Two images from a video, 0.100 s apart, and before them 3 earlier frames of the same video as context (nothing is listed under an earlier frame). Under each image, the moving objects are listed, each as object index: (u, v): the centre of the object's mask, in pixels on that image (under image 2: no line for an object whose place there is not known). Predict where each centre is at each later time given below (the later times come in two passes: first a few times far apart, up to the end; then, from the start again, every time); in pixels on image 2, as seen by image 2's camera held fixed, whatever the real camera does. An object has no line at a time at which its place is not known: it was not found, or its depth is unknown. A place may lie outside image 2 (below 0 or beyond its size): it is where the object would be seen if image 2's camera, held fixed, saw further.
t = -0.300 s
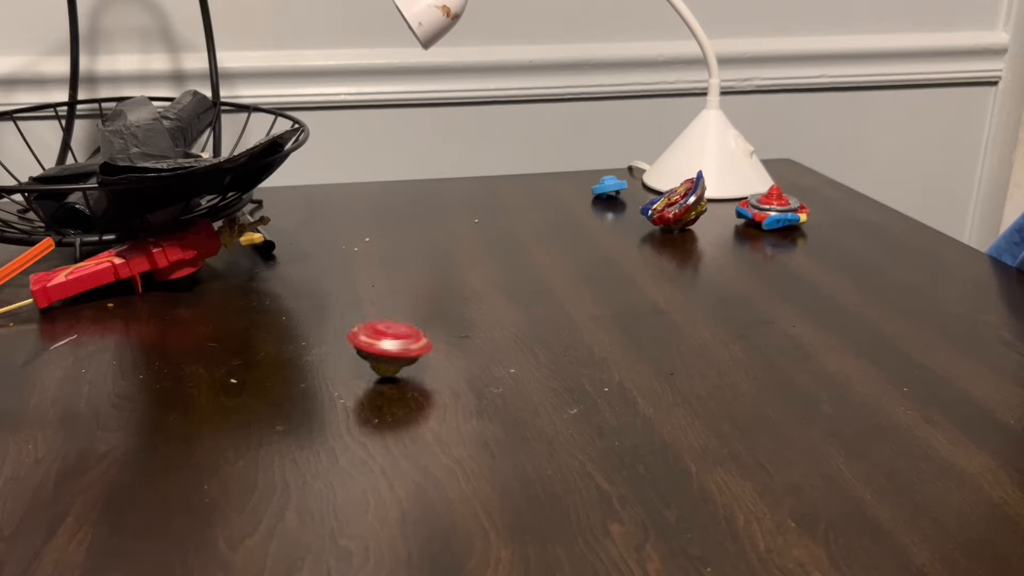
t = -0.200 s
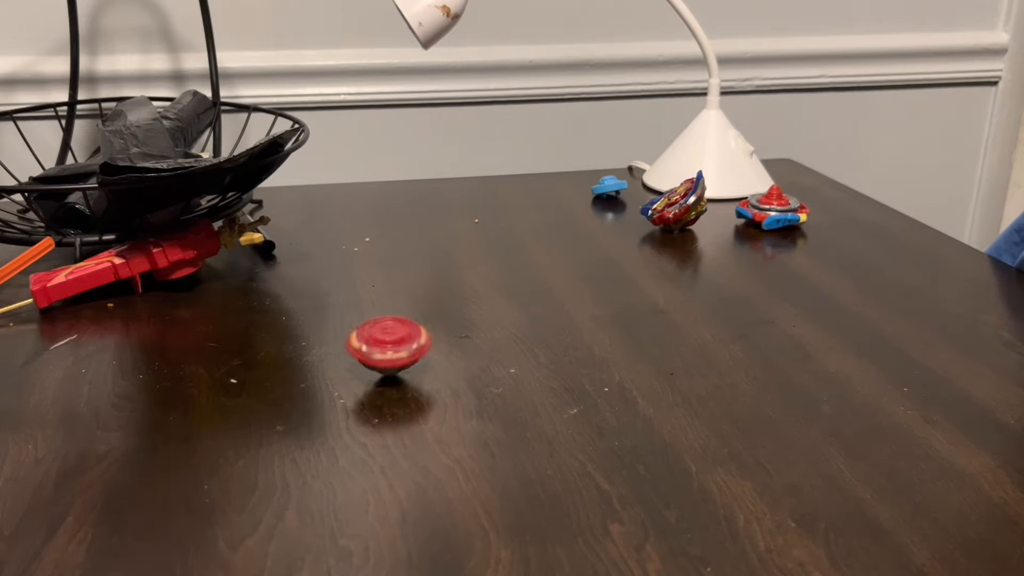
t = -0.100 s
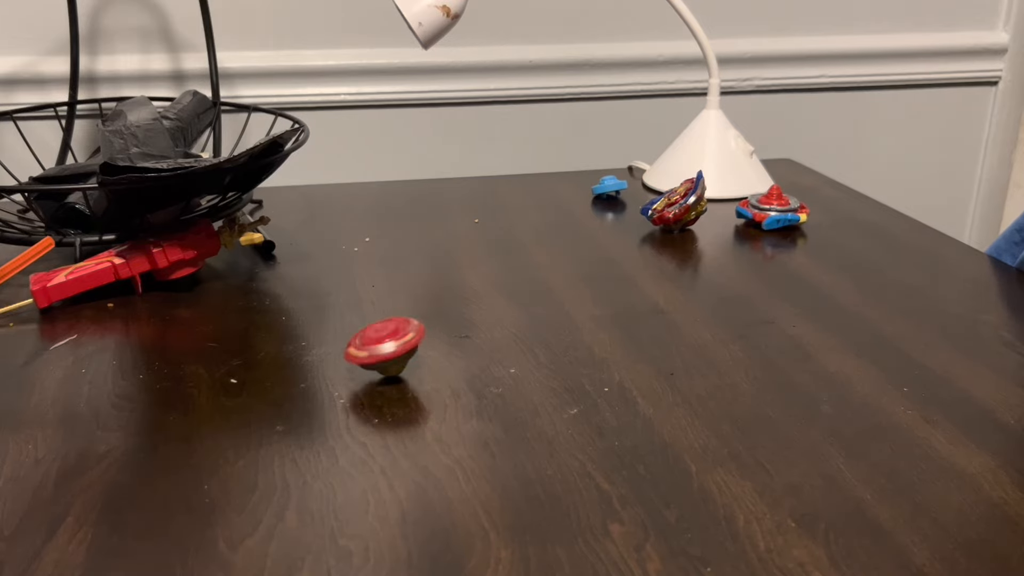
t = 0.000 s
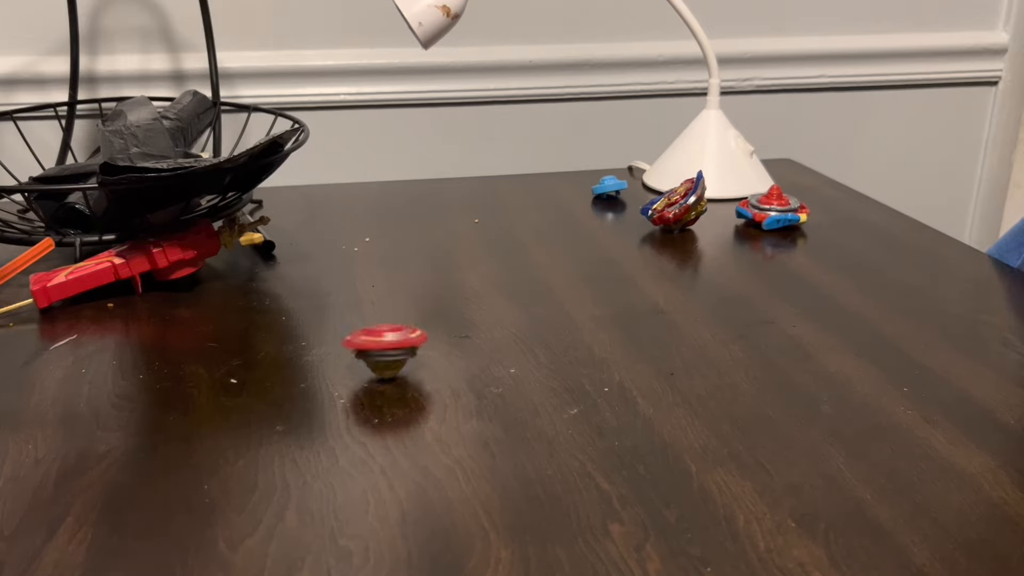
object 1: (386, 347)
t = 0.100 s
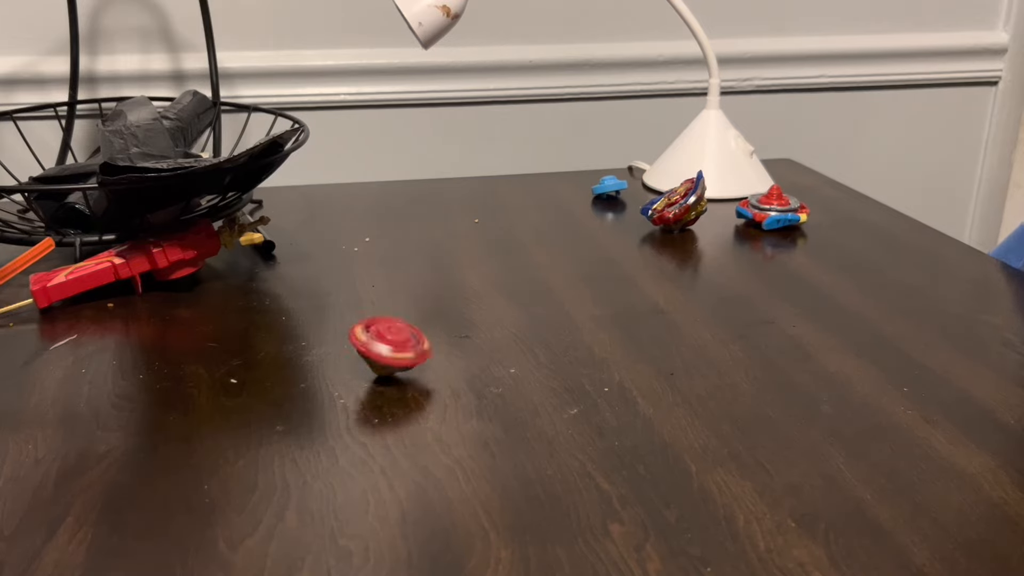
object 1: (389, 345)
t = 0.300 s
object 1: (389, 346)
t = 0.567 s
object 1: (391, 345)
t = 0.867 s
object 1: (390, 352)
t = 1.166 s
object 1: (384, 349)
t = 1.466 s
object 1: (382, 348)
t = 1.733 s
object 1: (385, 353)
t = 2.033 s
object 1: (367, 352)
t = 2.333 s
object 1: (355, 357)
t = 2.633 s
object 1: (374, 356)
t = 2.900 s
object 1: (374, 353)
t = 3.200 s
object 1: (384, 349)
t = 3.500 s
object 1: (378, 349)
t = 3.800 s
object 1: (381, 350)
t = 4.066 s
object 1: (379, 359)
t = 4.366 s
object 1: (371, 359)
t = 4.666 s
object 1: (370, 360)
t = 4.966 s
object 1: (363, 361)
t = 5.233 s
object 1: (378, 362)
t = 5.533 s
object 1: (382, 368)
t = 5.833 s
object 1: (366, 376)
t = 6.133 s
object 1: (352, 378)
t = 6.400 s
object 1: (356, 378)
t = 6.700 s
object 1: (355, 378)
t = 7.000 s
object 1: (354, 378)
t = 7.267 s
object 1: (354, 378)
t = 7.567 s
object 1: (354, 378)
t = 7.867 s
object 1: (354, 378)
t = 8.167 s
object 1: (354, 378)
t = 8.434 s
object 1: (354, 378)
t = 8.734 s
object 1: (354, 378)
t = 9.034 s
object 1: (354, 378)
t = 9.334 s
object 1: (354, 378)
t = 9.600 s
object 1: (354, 378)
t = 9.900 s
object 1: (354, 378)
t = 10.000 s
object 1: (354, 378)
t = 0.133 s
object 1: (391, 345)
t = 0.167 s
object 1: (389, 347)
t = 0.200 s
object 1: (386, 346)
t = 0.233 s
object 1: (388, 345)
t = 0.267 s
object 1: (389, 346)
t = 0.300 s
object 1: (389, 346)
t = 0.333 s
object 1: (390, 347)
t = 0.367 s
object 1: (391, 348)
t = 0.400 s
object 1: (389, 348)
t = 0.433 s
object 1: (388, 347)
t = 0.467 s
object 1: (388, 348)
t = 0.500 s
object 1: (388, 347)
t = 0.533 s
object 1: (388, 346)
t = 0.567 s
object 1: (391, 345)
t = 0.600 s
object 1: (392, 346)
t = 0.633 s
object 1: (391, 348)
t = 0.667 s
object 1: (391, 346)
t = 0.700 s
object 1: (392, 347)
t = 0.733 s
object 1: (392, 349)
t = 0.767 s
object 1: (391, 350)
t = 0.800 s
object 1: (392, 351)
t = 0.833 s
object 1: (391, 352)
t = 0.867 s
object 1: (390, 352)
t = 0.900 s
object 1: (389, 351)
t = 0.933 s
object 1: (388, 350)
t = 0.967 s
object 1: (386, 349)
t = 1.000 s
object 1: (385, 347)
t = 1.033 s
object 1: (387, 346)
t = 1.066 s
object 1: (388, 347)
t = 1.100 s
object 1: (386, 349)
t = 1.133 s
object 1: (385, 348)
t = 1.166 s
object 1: (384, 349)
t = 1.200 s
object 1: (384, 351)
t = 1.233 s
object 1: (384, 352)
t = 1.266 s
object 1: (385, 353)
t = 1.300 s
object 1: (386, 354)
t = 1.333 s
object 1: (384, 354)
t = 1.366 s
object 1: (383, 353)
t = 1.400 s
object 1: (384, 351)
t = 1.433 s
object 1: (384, 350)
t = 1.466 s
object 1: (382, 348)
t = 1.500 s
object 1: (382, 347)
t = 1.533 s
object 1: (383, 348)
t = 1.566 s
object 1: (383, 351)
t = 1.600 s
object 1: (382, 351)
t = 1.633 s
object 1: (386, 350)
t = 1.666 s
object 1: (388, 350)
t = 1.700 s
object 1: (387, 352)
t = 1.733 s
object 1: (385, 353)
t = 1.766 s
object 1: (384, 353)
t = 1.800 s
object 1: (383, 353)
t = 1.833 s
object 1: (382, 351)
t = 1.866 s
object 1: (378, 349)
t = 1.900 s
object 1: (376, 348)
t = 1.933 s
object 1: (375, 347)
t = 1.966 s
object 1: (374, 348)
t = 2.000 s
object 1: (370, 350)
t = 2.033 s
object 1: (367, 352)
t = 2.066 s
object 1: (367, 354)
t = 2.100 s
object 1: (366, 355)
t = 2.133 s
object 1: (364, 355)
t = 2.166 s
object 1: (361, 355)
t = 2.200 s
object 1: (360, 354)
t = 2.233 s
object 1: (359, 354)
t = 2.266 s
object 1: (359, 354)
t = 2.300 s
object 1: (357, 355)
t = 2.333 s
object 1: (355, 357)
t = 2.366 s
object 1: (354, 359)
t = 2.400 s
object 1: (357, 361)
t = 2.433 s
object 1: (360, 362)
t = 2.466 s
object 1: (362, 361)
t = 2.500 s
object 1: (365, 362)
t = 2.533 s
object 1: (368, 361)
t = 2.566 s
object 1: (370, 361)
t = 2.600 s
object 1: (374, 359)
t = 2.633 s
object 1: (374, 356)
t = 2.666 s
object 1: (374, 355)
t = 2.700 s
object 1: (373, 353)
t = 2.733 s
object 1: (370, 353)
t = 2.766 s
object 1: (369, 354)
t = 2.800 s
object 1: (371, 355)
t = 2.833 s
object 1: (373, 355)
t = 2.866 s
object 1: (373, 355)
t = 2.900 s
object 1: (374, 353)
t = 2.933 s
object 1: (374, 350)
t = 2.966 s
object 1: (373, 349)
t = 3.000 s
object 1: (372, 350)
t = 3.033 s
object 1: (370, 350)
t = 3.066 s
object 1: (370, 351)
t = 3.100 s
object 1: (373, 352)
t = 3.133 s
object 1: (378, 351)
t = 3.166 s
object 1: (381, 350)
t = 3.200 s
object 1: (384, 349)
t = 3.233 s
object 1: (381, 349)
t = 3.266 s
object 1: (377, 349)
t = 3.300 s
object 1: (375, 350)
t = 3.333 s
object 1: (375, 353)
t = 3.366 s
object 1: (374, 352)
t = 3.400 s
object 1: (374, 351)
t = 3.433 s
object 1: (373, 352)
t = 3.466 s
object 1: (376, 352)
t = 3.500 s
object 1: (378, 349)
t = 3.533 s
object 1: (377, 350)
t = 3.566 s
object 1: (373, 350)
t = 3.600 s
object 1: (369, 351)
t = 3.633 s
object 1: (370, 352)
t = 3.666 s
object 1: (375, 352)
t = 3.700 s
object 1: (378, 351)
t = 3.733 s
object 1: (378, 351)
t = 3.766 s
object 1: (380, 351)
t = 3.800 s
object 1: (381, 350)
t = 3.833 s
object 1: (381, 350)
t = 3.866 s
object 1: (380, 352)
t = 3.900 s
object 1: (376, 354)
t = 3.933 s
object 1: (374, 357)
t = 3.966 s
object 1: (375, 360)
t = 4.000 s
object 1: (375, 359)
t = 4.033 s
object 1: (377, 358)
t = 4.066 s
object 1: (379, 359)
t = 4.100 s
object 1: (380, 359)
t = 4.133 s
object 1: (380, 358)
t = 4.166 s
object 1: (375, 357)
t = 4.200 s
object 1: (371, 358)
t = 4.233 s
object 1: (369, 358)
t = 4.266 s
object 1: (372, 359)
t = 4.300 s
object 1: (372, 358)
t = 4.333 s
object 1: (372, 357)
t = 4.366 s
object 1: (371, 359)
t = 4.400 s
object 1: (372, 359)
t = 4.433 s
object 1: (373, 357)
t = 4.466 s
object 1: (370, 358)
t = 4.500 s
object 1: (368, 359)
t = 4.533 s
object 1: (365, 359)
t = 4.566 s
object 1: (367, 361)
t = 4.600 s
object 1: (367, 360)
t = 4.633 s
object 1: (368, 359)
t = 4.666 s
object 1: (370, 360)
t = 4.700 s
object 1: (371, 361)
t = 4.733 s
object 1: (374, 361)
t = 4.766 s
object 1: (373, 361)
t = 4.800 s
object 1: (368, 362)
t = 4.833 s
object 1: (365, 363)
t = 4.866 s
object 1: (361, 362)
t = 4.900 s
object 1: (360, 362)
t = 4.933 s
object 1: (361, 362)
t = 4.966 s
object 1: (363, 361)
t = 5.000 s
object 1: (365, 359)
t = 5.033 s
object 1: (366, 358)
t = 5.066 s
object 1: (369, 357)
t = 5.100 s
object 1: (372, 358)
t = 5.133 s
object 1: (374, 359)
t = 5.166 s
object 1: (376, 360)
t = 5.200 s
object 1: (377, 361)
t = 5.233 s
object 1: (378, 362)
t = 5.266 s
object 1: (379, 362)
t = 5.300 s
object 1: (380, 363)
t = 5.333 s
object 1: (381, 363)
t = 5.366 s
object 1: (382, 364)
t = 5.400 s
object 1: (383, 365)
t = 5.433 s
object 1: (383, 365)
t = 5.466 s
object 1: (383, 366)
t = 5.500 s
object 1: (383, 368)
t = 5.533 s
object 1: (382, 368)
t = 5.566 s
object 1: (382, 369)
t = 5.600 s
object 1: (381, 370)
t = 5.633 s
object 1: (380, 371)
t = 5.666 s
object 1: (378, 372)
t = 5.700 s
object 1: (375, 373)
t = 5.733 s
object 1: (373, 374)
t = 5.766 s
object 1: (371, 375)
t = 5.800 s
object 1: (368, 376)
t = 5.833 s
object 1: (366, 376)
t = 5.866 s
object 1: (363, 377)
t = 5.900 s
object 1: (361, 377)
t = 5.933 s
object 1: (359, 377)
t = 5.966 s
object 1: (358, 378)
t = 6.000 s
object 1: (356, 378)
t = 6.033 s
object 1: (355, 378)
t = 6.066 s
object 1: (354, 378)
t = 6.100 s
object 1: (353, 378)
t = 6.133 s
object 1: (352, 378)
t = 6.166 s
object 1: (352, 378)
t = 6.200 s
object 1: (353, 378)
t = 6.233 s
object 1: (353, 378)
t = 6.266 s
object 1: (354, 378)
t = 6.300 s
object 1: (355, 378)
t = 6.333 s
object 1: (356, 378)
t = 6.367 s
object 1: (356, 378)
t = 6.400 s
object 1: (356, 378)
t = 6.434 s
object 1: (356, 378)
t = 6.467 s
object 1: (356, 378)
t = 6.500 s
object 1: (356, 378)
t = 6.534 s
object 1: (355, 378)
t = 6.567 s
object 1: (355, 378)
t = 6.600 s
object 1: (354, 378)
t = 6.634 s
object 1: (354, 378)
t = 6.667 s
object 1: (354, 378)
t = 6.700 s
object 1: (355, 378)
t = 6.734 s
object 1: (354, 378)
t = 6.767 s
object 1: (354, 378)
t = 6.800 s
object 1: (354, 378)
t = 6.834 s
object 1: (354, 378)
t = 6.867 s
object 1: (354, 378)
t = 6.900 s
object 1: (354, 378)
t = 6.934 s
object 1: (354, 378)
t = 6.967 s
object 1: (354, 378)
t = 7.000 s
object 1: (354, 378)
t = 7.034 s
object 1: (354, 378)
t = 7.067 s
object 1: (354, 378)
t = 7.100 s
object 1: (354, 378)
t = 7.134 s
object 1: (354, 378)
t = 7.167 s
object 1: (354, 378)
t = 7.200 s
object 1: (354, 378)
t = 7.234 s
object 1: (354, 378)
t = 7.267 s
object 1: (354, 378)
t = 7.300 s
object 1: (354, 378)
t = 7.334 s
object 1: (354, 378)
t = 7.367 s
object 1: (354, 378)
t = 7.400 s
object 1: (354, 378)
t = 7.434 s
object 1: (354, 378)
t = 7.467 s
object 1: (354, 378)
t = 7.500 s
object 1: (354, 378)
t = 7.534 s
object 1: (354, 378)
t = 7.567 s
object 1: (354, 378)
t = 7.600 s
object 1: (354, 378)
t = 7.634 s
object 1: (354, 378)
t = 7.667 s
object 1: (354, 378)
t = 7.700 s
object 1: (354, 378)
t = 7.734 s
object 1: (354, 378)
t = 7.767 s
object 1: (354, 378)
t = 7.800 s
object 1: (354, 378)
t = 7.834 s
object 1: (354, 378)
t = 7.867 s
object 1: (354, 378)
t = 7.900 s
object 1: (354, 378)
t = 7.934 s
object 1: (354, 378)
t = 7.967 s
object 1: (354, 378)
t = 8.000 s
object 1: (354, 378)
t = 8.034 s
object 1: (354, 378)
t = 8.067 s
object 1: (354, 378)
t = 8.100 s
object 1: (354, 378)
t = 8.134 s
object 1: (354, 378)
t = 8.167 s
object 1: (354, 378)
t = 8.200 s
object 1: (354, 378)
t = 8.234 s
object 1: (354, 378)
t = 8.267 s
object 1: (354, 378)
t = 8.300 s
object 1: (354, 378)
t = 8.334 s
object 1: (354, 378)
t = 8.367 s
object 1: (354, 378)
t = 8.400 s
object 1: (354, 378)
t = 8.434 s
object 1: (354, 378)
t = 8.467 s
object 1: (354, 378)
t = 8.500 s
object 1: (354, 378)
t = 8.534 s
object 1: (354, 378)
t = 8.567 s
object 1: (354, 378)
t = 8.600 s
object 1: (354, 378)
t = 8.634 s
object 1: (354, 378)
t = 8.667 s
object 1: (354, 378)
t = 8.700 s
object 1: (354, 378)
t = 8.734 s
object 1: (354, 378)
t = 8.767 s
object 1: (354, 378)
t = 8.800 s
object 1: (354, 378)
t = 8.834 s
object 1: (354, 378)
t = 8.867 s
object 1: (354, 378)
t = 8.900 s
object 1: (354, 378)
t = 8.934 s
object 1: (354, 378)
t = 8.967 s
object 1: (354, 378)
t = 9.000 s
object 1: (354, 378)
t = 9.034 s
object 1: (354, 378)
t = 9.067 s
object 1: (354, 378)
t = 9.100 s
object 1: (354, 378)
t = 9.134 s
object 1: (354, 378)
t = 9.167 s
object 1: (354, 378)
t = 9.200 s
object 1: (354, 378)
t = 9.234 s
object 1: (354, 378)
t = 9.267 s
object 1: (354, 378)
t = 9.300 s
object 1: (354, 378)
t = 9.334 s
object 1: (354, 378)
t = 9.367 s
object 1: (354, 378)
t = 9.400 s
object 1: (354, 378)
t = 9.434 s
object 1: (354, 378)
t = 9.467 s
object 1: (354, 378)
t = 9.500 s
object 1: (354, 378)
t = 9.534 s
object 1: (354, 378)
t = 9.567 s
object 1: (354, 378)
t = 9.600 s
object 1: (354, 378)
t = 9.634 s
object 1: (354, 378)
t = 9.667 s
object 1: (354, 378)
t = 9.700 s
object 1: (354, 378)
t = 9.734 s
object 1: (354, 378)
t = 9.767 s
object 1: (354, 378)
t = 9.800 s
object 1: (354, 378)
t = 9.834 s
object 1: (354, 378)
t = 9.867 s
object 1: (354, 378)
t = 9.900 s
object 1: (354, 378)
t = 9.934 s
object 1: (354, 378)
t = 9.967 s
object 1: (354, 378)
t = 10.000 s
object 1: (354, 378)
